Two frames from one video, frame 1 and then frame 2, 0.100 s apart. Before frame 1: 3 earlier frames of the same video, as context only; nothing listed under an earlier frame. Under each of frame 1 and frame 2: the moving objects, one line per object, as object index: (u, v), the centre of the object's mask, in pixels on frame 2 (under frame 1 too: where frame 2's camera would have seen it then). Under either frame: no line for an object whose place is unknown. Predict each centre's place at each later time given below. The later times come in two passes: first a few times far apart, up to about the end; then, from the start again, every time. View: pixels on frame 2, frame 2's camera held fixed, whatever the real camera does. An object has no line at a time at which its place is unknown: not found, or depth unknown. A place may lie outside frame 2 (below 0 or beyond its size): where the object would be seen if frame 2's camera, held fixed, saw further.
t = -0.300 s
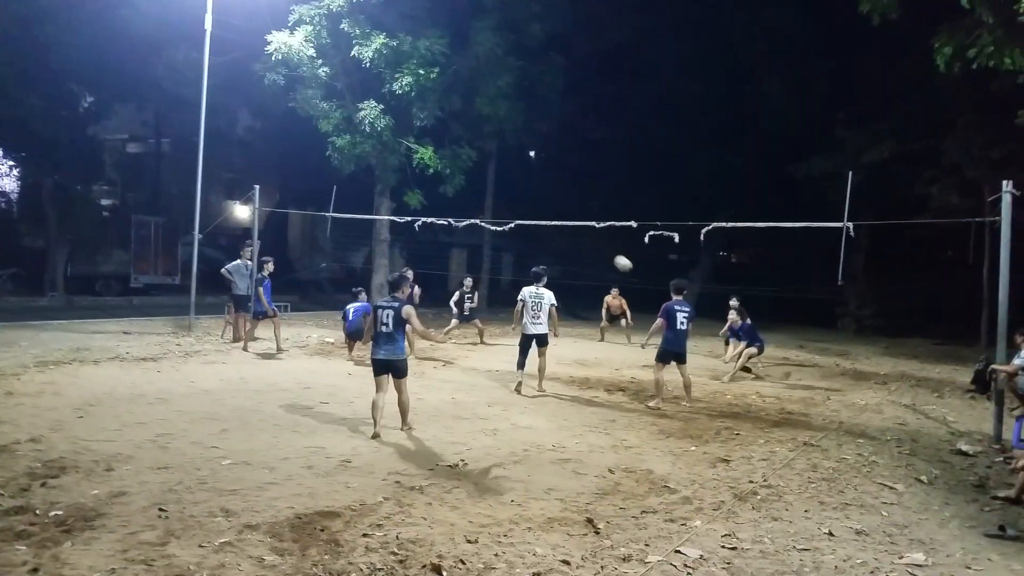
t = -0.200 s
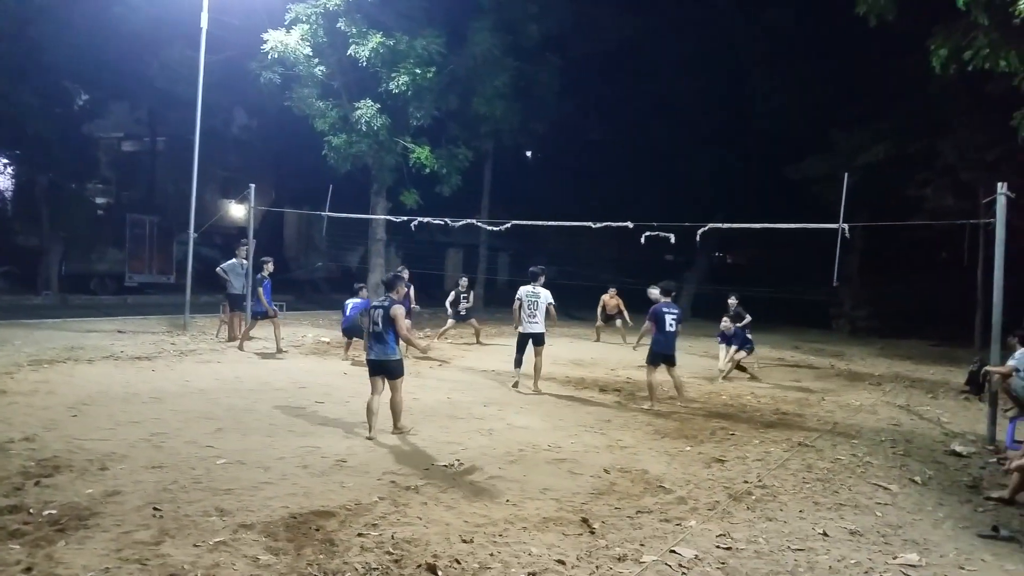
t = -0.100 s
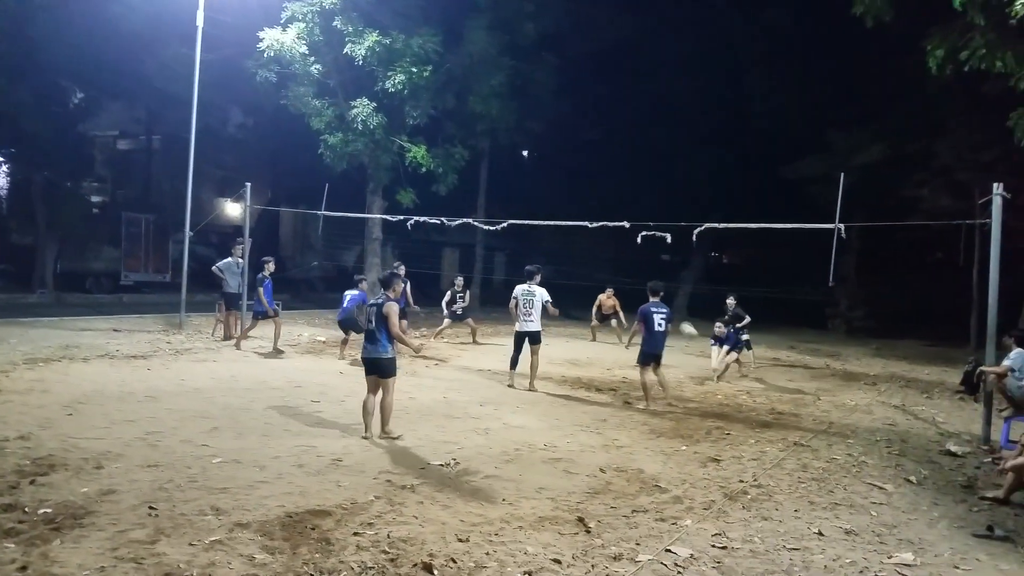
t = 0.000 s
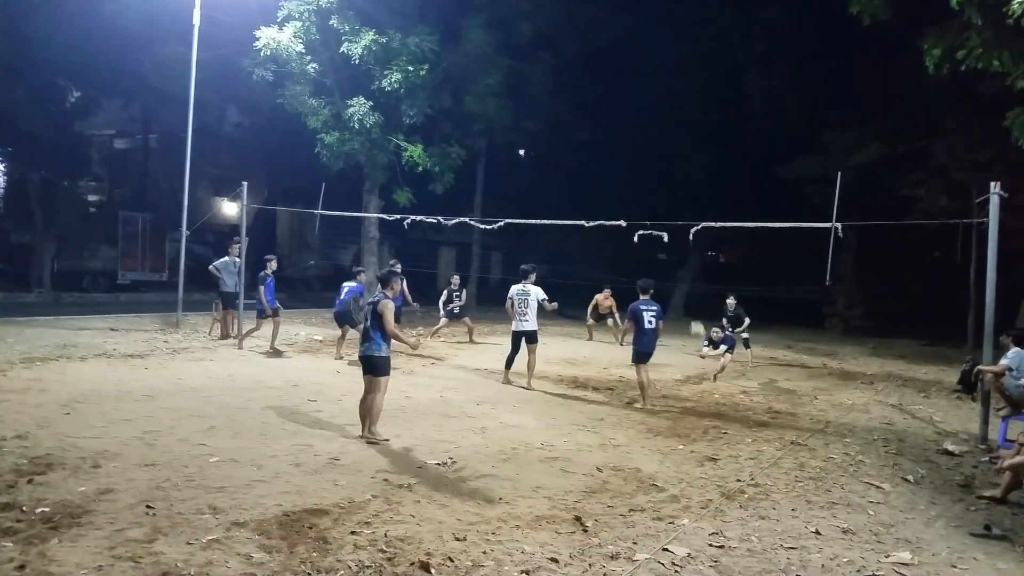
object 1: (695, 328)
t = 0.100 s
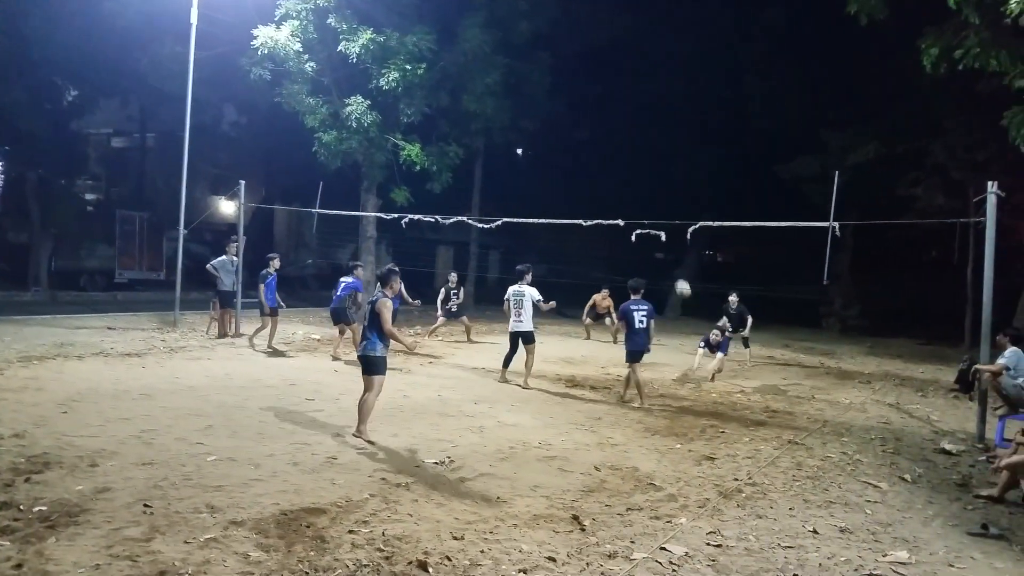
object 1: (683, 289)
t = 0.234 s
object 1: (665, 243)
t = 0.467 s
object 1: (633, 189)
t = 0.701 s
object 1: (598, 167)
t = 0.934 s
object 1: (558, 181)
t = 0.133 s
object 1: (678, 276)
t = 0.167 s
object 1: (674, 265)
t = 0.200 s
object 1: (669, 254)
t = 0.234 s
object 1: (665, 243)
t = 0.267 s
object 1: (661, 233)
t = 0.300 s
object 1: (656, 224)
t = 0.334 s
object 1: (652, 215)
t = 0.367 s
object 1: (647, 208)
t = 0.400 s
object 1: (643, 201)
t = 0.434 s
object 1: (638, 194)
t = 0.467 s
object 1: (633, 189)
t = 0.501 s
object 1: (628, 183)
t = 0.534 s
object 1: (624, 179)
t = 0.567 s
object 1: (619, 175)
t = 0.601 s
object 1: (613, 172)
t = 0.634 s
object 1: (608, 169)
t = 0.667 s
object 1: (603, 168)
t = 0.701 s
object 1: (598, 167)
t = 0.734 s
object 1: (592, 167)
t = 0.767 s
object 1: (587, 167)
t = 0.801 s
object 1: (581, 168)
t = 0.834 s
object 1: (576, 170)
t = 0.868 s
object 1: (570, 174)
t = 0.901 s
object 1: (564, 177)
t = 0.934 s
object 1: (558, 181)
